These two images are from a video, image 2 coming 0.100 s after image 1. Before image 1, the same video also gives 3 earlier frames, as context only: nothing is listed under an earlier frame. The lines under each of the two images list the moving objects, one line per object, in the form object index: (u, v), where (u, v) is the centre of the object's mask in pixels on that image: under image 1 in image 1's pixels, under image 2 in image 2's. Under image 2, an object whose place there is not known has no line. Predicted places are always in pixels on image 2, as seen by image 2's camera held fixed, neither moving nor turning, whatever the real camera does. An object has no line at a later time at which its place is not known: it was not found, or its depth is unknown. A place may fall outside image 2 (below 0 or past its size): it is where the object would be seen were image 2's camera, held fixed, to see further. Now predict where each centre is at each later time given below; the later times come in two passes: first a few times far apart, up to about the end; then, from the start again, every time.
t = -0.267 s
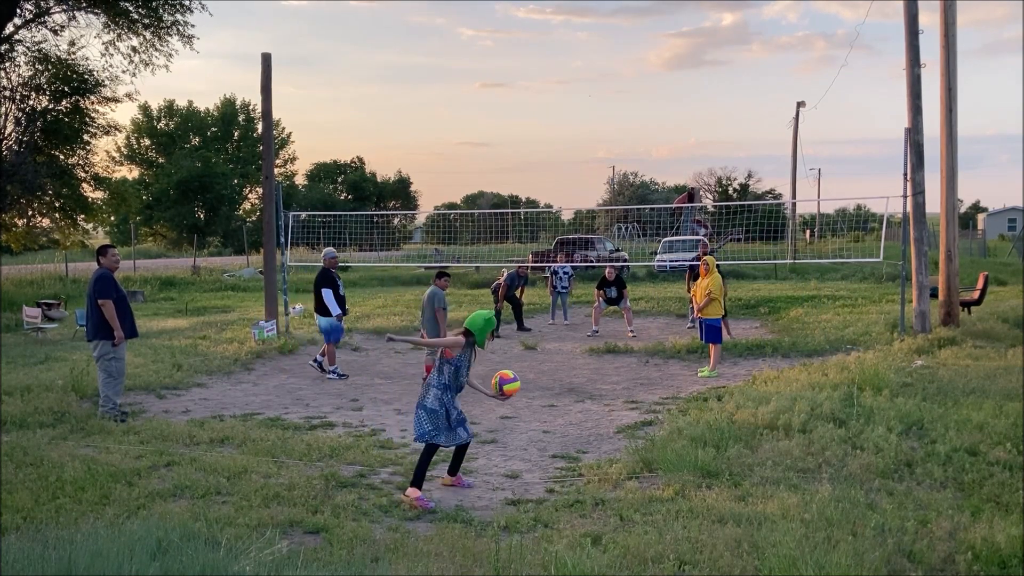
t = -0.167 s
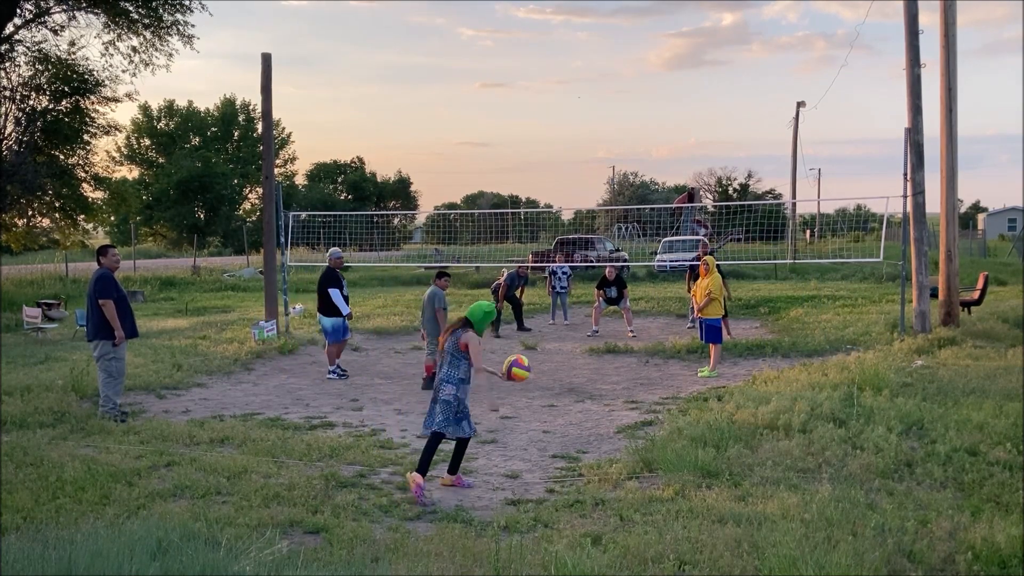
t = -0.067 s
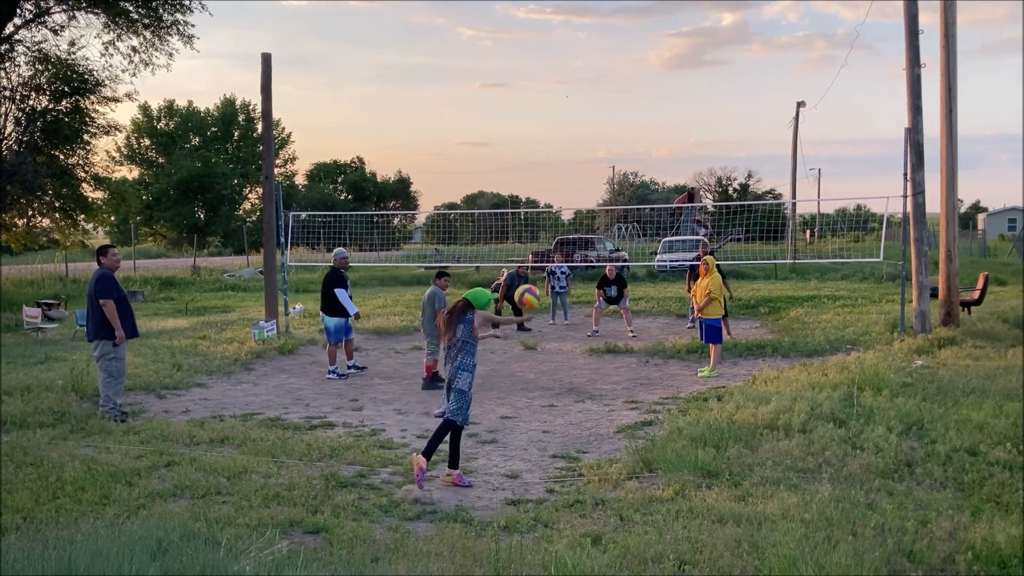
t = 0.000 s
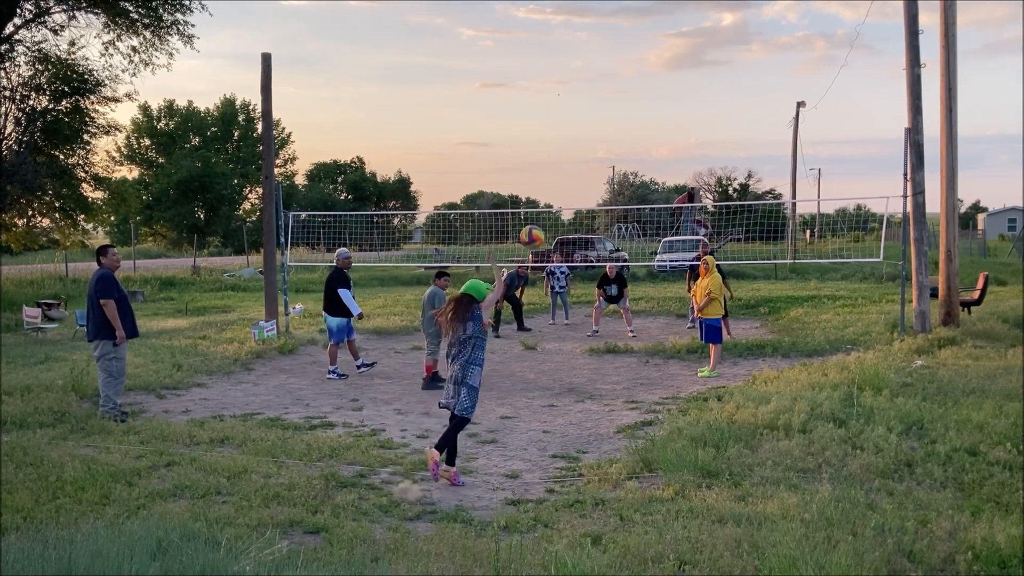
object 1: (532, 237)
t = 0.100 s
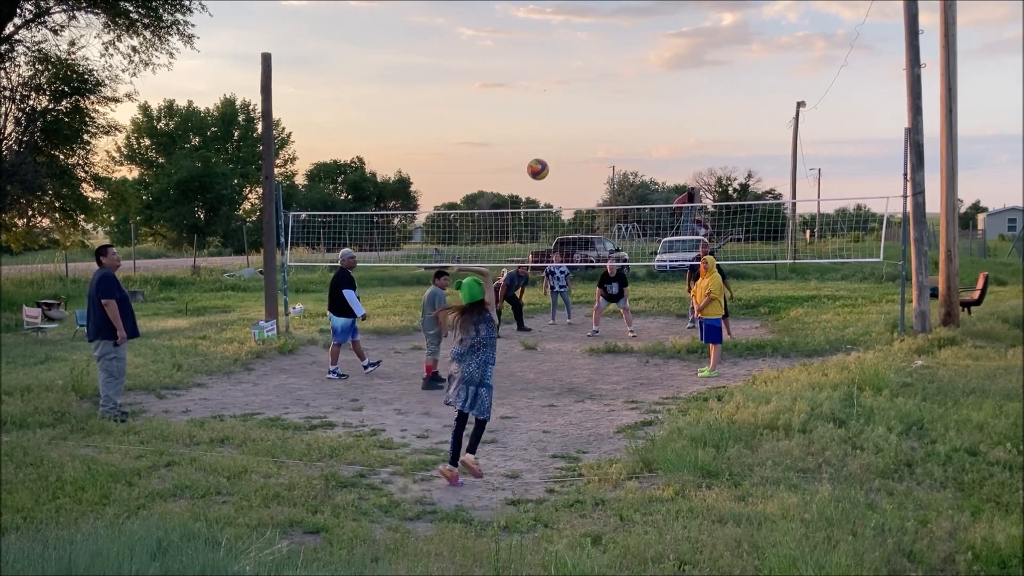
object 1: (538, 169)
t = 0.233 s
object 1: (543, 109)
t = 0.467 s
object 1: (549, 63)
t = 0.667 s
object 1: (553, 64)
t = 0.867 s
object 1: (554, 90)
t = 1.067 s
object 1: (555, 134)
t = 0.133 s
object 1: (539, 151)
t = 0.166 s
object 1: (541, 135)
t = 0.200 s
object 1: (542, 122)
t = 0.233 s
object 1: (543, 109)
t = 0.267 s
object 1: (544, 99)
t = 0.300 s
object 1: (545, 89)
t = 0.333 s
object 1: (546, 81)
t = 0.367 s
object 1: (547, 75)
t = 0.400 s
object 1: (548, 70)
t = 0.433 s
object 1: (548, 66)
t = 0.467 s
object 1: (549, 63)
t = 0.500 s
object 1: (550, 61)
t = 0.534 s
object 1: (551, 60)
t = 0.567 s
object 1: (551, 60)
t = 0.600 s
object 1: (552, 60)
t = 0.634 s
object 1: (552, 62)
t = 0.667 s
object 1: (553, 64)
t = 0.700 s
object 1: (553, 67)
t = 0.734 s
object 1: (553, 70)
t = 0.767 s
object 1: (553, 74)
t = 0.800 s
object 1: (554, 79)
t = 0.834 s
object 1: (554, 84)
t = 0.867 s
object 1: (554, 90)
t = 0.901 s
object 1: (554, 96)
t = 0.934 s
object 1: (554, 103)
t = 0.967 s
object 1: (554, 110)
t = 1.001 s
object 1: (554, 118)
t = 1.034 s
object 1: (554, 126)
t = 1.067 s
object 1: (555, 134)
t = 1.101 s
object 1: (555, 143)
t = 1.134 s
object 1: (555, 152)
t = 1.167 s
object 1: (555, 161)
